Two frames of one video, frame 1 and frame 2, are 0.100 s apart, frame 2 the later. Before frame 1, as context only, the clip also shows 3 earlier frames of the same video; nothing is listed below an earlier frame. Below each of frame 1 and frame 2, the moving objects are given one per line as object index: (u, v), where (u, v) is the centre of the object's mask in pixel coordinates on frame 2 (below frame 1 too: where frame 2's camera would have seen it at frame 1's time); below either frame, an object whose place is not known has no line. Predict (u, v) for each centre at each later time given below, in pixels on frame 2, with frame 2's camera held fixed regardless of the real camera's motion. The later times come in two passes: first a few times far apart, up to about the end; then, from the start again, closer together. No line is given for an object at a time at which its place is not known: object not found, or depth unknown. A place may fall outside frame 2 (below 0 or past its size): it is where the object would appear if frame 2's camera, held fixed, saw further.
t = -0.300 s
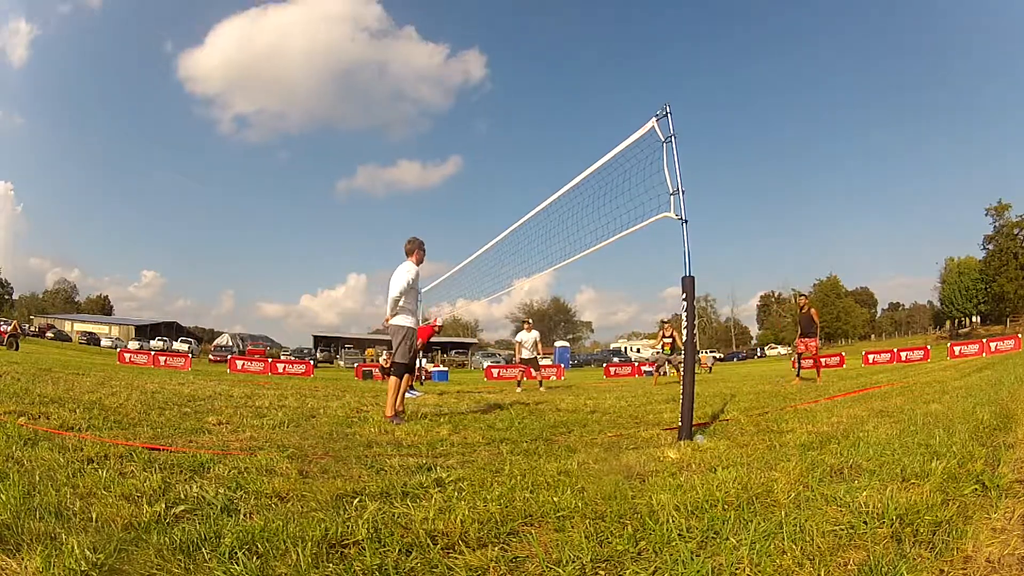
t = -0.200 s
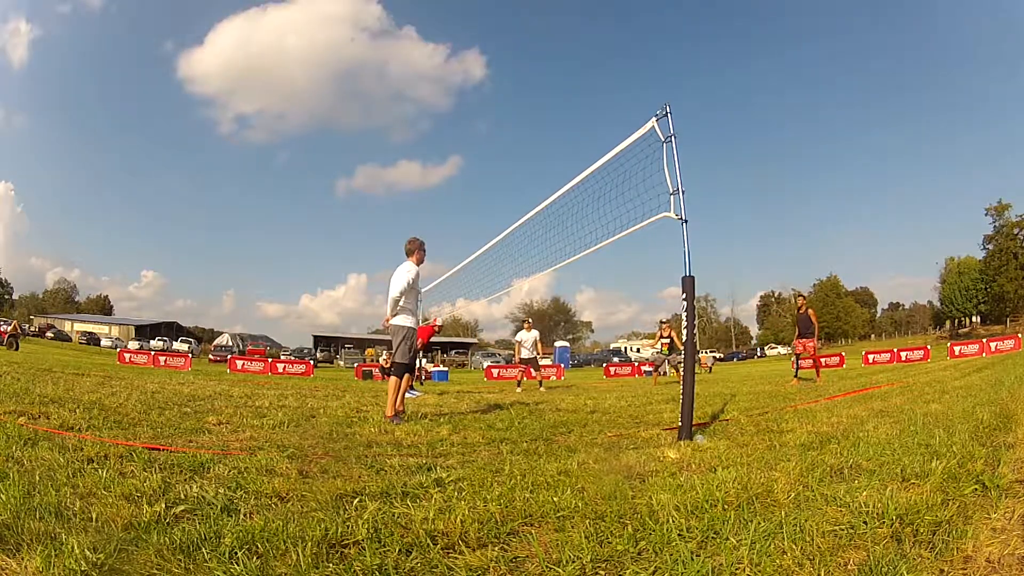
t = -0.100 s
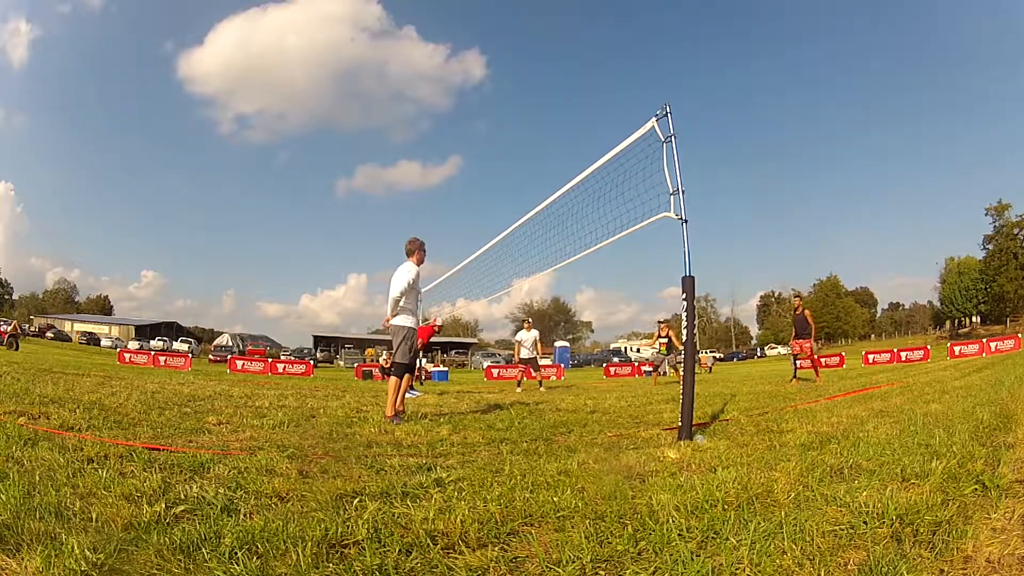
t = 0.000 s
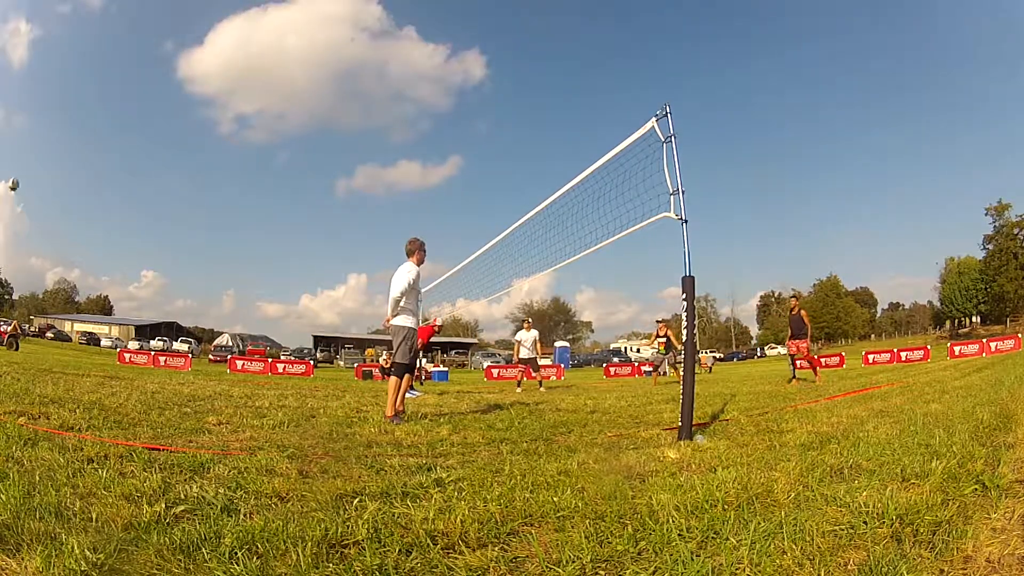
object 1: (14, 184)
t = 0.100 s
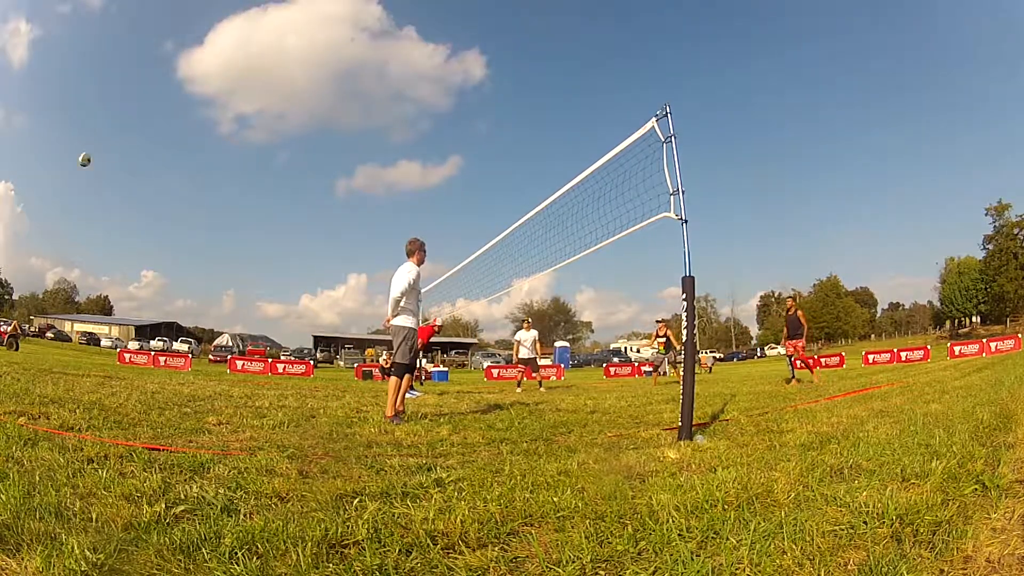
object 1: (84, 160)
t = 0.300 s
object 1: (255, 146)
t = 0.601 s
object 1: (503, 212)
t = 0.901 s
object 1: (662, 324)
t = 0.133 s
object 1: (111, 153)
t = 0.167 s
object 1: (138, 149)
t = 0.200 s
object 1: (167, 146)
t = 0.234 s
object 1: (196, 144)
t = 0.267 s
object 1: (226, 145)
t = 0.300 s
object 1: (255, 146)
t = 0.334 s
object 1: (285, 148)
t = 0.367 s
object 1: (315, 153)
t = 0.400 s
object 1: (344, 158)
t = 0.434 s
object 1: (373, 165)
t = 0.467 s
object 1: (401, 173)
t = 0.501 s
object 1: (428, 181)
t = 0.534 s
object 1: (454, 191)
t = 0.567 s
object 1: (479, 201)
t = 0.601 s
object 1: (503, 212)
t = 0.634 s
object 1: (526, 223)
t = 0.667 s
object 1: (547, 235)
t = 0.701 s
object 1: (567, 247)
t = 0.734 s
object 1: (586, 260)
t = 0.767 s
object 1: (603, 273)
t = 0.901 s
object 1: (662, 324)
